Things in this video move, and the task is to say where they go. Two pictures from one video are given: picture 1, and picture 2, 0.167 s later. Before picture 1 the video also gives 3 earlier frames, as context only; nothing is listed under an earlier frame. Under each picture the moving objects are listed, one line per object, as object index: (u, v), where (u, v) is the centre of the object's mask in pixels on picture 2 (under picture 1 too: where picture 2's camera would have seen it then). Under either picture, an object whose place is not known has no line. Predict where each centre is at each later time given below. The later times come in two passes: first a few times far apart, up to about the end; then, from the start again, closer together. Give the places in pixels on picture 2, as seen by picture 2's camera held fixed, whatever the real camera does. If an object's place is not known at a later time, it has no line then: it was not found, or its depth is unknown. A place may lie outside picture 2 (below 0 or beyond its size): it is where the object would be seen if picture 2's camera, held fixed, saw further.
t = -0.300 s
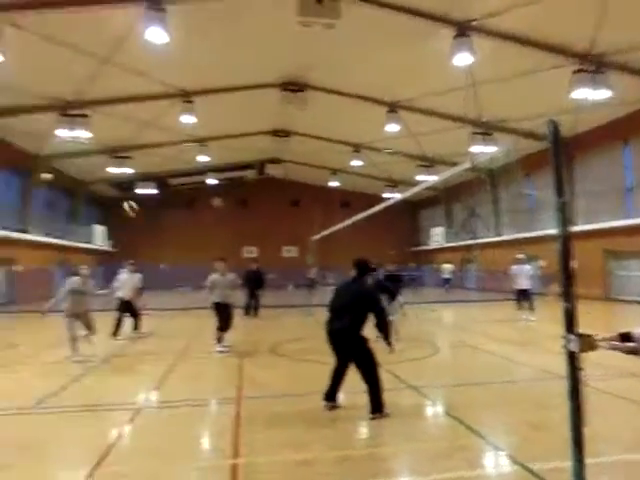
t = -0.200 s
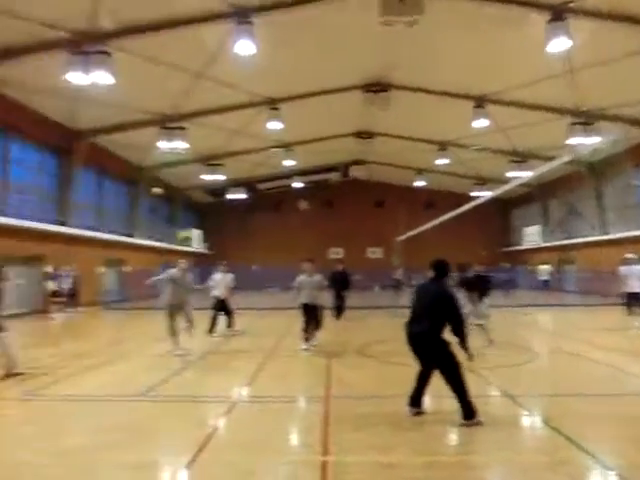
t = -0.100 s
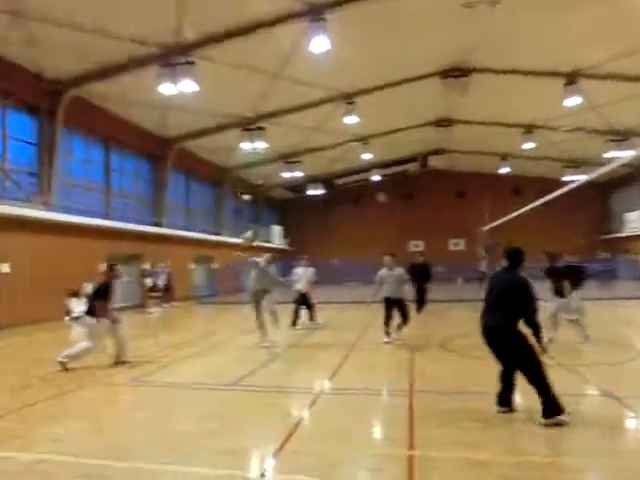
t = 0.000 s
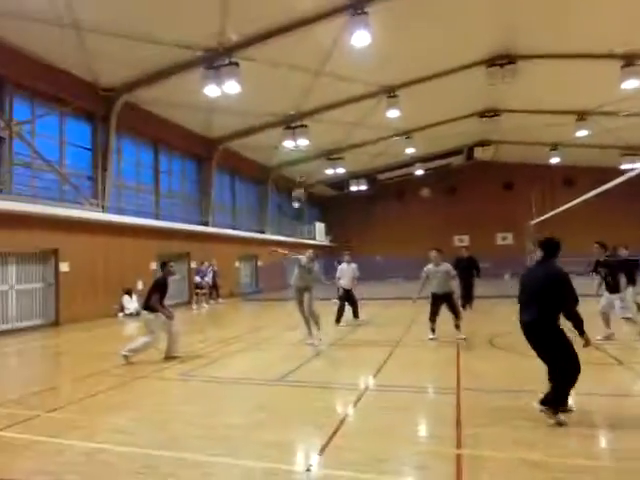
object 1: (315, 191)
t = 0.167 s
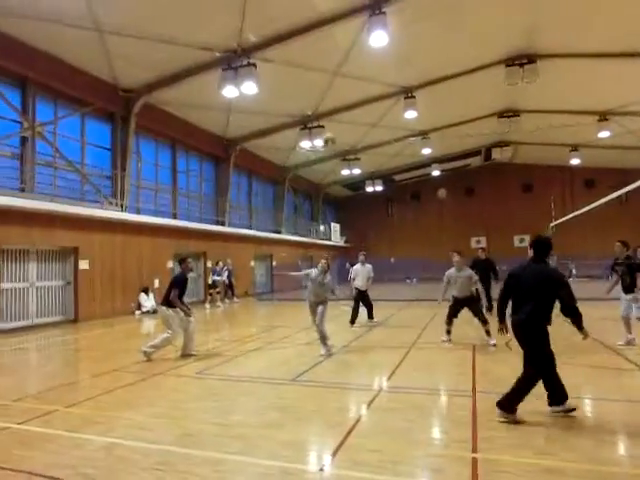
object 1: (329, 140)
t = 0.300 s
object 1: (339, 103)
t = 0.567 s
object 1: (369, 62)
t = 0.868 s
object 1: (410, 81)
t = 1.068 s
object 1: (447, 147)
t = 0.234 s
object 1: (334, 120)
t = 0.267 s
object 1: (336, 110)
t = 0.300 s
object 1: (339, 103)
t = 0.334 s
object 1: (344, 97)
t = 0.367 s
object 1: (346, 89)
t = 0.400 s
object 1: (349, 84)
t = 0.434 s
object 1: (353, 78)
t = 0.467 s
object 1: (357, 73)
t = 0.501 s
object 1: (360, 69)
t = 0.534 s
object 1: (364, 65)
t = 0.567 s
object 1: (369, 62)
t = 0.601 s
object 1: (371, 61)
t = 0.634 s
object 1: (377, 59)
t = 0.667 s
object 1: (380, 60)
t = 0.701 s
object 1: (385, 60)
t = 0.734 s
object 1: (390, 62)
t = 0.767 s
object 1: (394, 65)
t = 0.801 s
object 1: (399, 70)
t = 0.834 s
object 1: (405, 74)
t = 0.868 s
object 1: (410, 81)
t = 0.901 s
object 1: (417, 86)
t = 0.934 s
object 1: (419, 98)
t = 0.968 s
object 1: (428, 108)
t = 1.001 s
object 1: (432, 119)
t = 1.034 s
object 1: (441, 132)
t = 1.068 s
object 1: (447, 147)
